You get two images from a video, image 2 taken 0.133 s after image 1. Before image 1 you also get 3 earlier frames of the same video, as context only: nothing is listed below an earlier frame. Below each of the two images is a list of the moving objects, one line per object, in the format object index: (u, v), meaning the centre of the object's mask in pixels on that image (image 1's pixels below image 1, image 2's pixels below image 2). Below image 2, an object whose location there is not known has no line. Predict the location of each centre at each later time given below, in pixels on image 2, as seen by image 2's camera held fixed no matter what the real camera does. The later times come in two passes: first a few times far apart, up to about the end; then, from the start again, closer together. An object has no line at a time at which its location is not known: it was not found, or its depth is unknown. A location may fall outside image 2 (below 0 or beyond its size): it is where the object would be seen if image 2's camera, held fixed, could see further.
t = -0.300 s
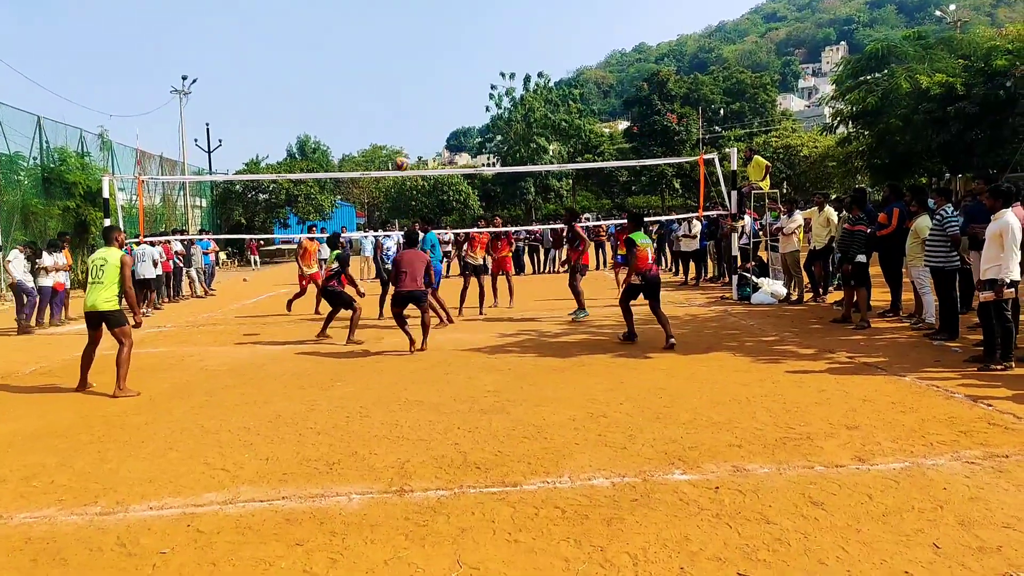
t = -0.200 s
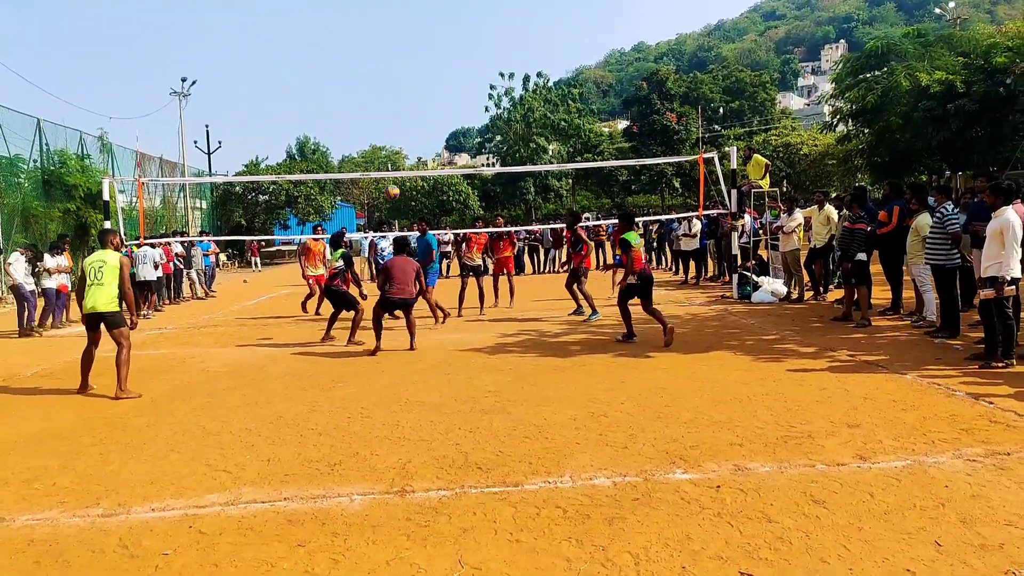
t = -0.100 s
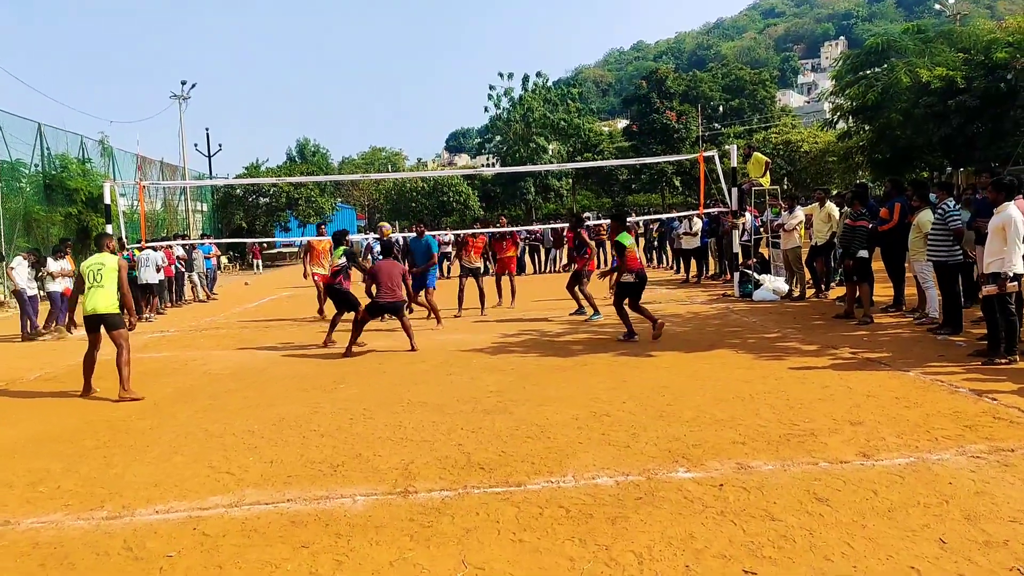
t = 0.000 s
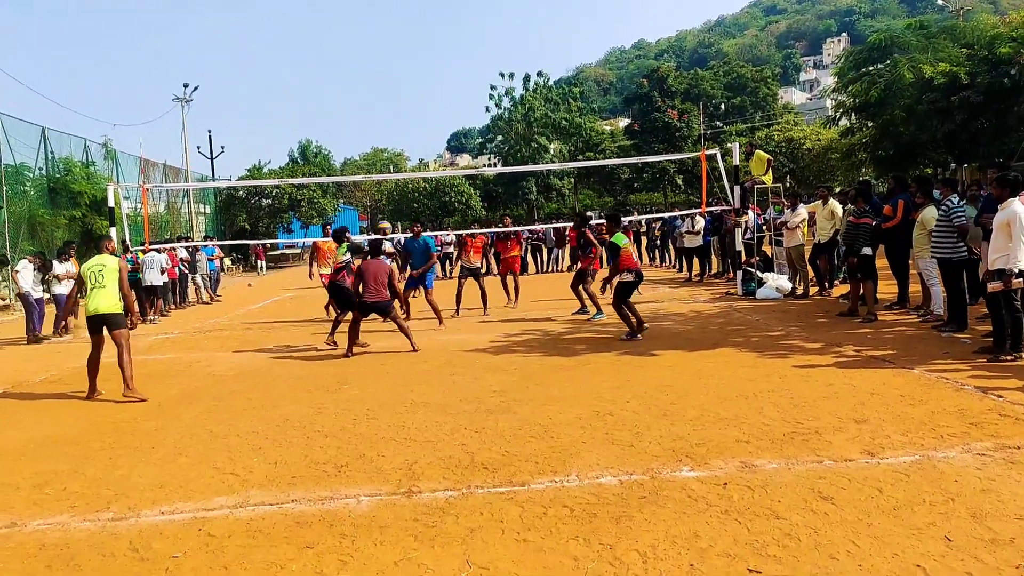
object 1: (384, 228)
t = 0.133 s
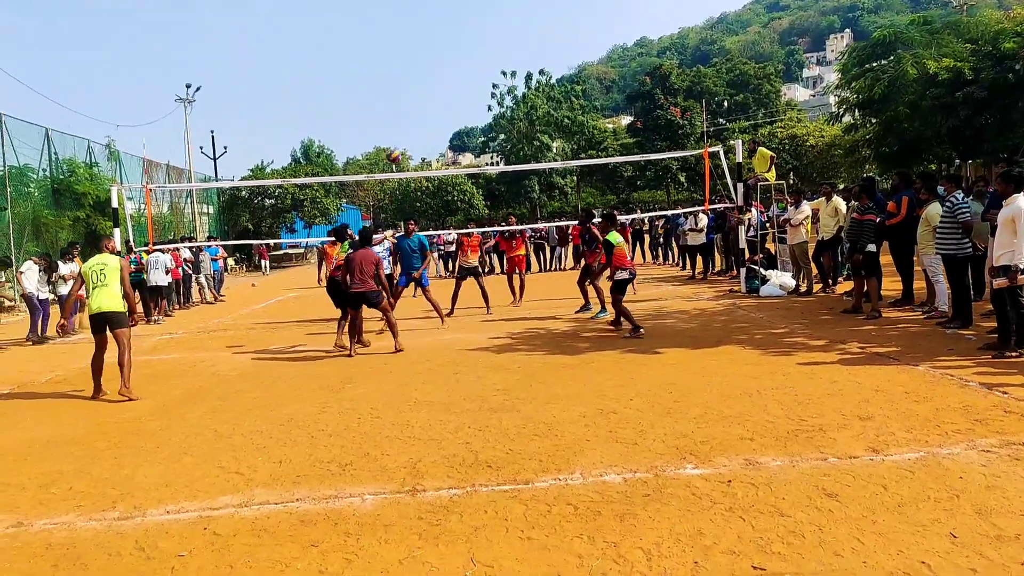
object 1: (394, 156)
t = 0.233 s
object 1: (399, 111)
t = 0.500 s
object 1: (419, 27)
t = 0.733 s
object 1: (438, 3)
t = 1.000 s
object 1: (462, 12)
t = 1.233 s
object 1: (483, 69)
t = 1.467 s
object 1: (505, 161)
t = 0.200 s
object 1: (397, 125)
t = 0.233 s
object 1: (399, 111)
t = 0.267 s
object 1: (402, 97)
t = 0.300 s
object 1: (404, 85)
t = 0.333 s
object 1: (407, 73)
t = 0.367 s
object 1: (409, 62)
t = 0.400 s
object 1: (411, 52)
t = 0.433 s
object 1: (413, 43)
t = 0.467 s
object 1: (416, 35)
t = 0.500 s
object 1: (419, 27)
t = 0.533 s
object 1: (422, 20)
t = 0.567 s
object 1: (424, 15)
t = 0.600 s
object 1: (427, 9)
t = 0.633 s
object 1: (430, 7)
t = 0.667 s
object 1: (432, 5)
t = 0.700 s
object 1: (435, 4)
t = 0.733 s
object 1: (438, 3)
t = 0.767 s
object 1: (441, 2)
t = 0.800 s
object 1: (444, 2)
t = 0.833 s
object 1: (447, 3)
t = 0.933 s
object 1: (456, 6)
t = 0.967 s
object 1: (459, 8)
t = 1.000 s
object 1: (462, 12)
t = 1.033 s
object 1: (465, 17)
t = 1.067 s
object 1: (468, 24)
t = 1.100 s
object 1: (471, 31)
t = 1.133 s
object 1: (474, 40)
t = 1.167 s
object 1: (477, 49)
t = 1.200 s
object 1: (480, 59)
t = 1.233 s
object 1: (483, 69)
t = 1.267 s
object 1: (486, 80)
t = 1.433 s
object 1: (502, 146)
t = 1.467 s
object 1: (505, 161)
